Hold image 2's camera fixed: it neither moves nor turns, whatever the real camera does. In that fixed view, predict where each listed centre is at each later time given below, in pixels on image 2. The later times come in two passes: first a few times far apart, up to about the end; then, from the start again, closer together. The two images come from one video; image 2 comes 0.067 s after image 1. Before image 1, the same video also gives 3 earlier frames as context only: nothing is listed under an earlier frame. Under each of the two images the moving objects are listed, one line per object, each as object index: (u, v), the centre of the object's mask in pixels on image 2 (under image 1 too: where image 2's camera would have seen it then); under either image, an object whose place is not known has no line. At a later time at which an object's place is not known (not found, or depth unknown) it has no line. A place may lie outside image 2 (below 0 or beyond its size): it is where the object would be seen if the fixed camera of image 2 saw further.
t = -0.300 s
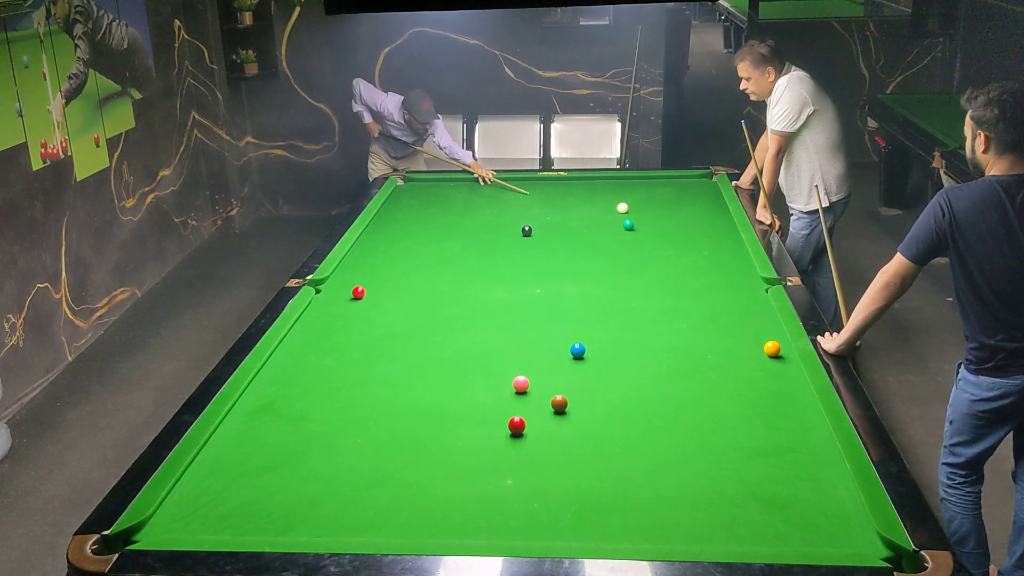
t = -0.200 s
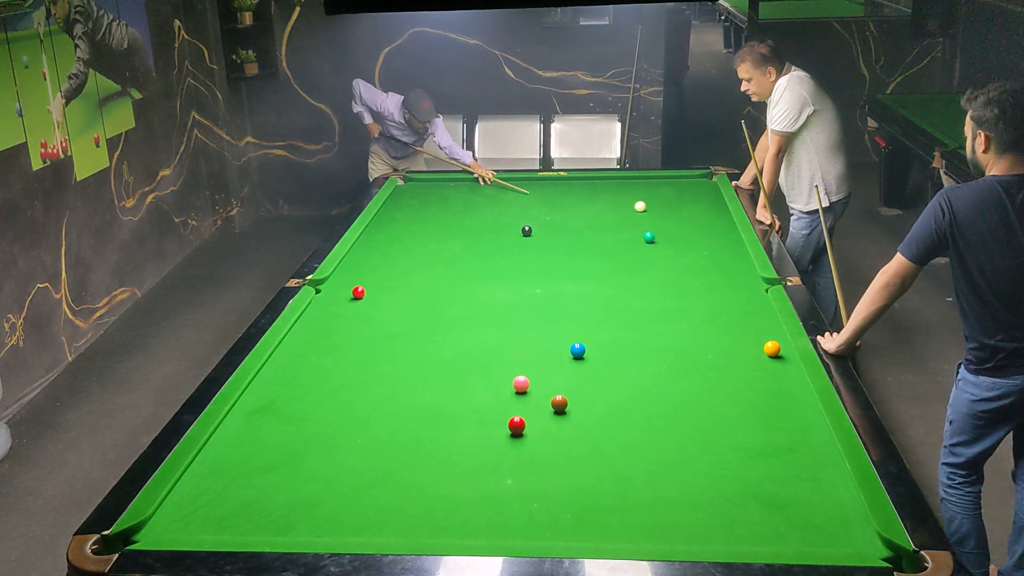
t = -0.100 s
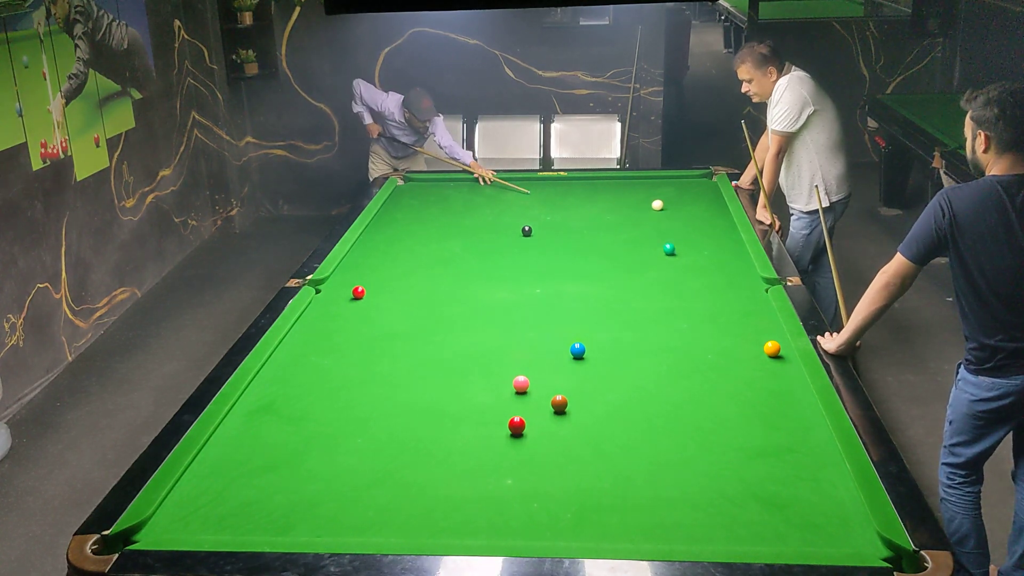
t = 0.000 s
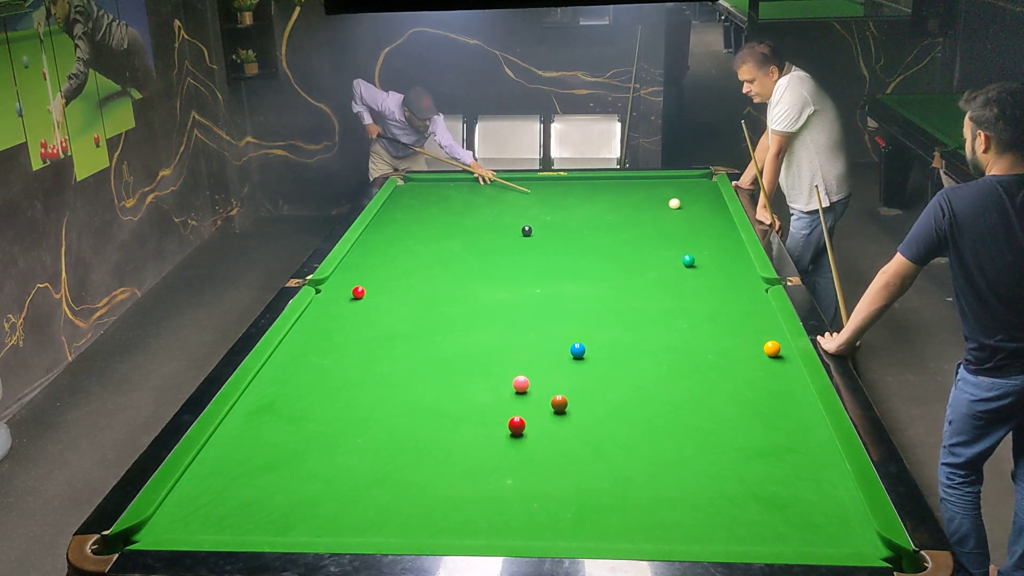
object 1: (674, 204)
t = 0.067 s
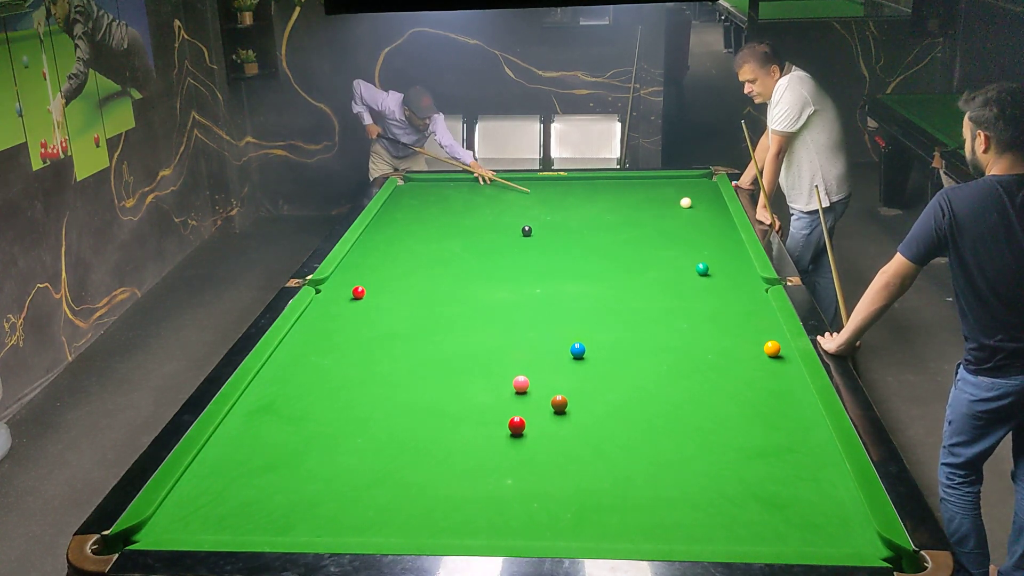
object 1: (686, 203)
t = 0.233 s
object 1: (713, 200)
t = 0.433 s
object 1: (701, 197)
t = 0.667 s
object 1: (676, 193)
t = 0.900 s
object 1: (654, 189)
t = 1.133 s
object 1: (634, 185)
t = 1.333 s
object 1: (617, 182)
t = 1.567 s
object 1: (600, 179)
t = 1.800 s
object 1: (586, 178)
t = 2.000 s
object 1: (576, 180)
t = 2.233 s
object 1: (565, 182)
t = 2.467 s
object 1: (555, 183)
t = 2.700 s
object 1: (547, 185)
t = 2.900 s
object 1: (539, 186)
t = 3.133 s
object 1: (532, 187)
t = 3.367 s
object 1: (526, 188)
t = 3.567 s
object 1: (522, 188)
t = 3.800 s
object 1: (518, 189)
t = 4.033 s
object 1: (515, 189)
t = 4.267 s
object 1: (513, 189)
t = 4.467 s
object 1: (513, 190)
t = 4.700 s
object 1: (513, 190)
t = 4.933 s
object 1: (513, 189)
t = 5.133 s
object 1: (513, 189)
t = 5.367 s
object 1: (513, 190)
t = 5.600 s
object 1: (513, 190)
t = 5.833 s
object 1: (513, 189)
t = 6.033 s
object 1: (513, 189)
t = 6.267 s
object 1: (513, 190)
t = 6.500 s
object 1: (513, 189)
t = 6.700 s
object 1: (513, 190)
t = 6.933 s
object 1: (513, 190)
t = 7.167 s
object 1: (513, 189)
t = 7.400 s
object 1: (513, 190)
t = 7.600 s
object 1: (513, 189)
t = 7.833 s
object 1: (513, 190)
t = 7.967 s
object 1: (513, 190)
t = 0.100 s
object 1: (691, 202)
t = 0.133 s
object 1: (697, 202)
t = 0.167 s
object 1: (703, 201)
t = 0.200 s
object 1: (708, 201)
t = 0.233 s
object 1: (713, 200)
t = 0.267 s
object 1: (719, 200)
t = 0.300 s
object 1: (717, 199)
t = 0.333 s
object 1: (712, 199)
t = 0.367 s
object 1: (708, 198)
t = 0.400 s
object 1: (705, 197)
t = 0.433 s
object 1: (701, 197)
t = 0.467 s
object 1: (697, 196)
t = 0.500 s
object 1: (694, 195)
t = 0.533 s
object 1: (690, 195)
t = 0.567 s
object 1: (687, 194)
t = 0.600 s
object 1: (683, 194)
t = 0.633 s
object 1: (680, 193)
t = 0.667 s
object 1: (676, 193)
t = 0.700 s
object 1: (673, 192)
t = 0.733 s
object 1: (670, 191)
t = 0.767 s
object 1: (667, 191)
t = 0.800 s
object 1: (664, 190)
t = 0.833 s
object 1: (660, 190)
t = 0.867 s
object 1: (657, 189)
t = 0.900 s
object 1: (654, 189)
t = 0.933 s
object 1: (651, 188)
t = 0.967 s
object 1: (648, 188)
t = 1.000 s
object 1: (645, 187)
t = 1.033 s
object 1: (642, 186)
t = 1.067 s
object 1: (639, 186)
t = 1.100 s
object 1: (636, 185)
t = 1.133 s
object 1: (634, 185)
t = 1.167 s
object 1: (631, 184)
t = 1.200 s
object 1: (628, 184)
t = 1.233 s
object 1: (625, 183)
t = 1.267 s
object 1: (623, 183)
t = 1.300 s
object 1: (620, 182)
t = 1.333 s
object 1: (617, 182)
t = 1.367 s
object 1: (615, 181)
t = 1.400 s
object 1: (612, 181)
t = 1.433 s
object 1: (610, 181)
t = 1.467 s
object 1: (607, 180)
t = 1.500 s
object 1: (605, 180)
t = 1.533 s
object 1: (603, 179)
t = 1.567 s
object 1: (600, 179)
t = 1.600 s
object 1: (598, 178)
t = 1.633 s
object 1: (595, 178)
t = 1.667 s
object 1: (593, 178)
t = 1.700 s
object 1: (591, 178)
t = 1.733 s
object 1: (589, 178)
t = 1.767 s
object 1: (588, 178)
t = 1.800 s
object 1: (586, 178)
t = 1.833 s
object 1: (584, 178)
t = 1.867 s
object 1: (583, 179)
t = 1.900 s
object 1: (581, 179)
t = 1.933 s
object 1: (579, 179)
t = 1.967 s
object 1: (578, 180)
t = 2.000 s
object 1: (576, 180)
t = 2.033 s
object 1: (574, 180)
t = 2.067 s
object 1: (573, 180)
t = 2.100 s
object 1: (571, 181)
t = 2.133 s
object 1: (570, 181)
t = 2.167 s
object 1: (568, 181)
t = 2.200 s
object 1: (567, 182)
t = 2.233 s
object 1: (565, 182)
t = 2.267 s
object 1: (564, 182)
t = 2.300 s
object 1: (562, 182)
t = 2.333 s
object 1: (561, 183)
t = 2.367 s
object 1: (559, 183)
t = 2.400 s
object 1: (558, 183)
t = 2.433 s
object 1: (557, 183)
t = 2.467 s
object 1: (555, 183)
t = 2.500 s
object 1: (554, 183)
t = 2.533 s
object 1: (553, 184)
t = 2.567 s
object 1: (551, 184)
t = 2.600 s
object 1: (550, 184)
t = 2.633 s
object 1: (549, 184)
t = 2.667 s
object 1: (548, 185)
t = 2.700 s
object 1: (547, 185)
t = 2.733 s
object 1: (545, 185)
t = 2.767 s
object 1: (544, 185)
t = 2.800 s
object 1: (543, 185)
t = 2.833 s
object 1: (542, 185)
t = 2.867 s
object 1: (541, 186)
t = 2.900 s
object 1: (539, 186)
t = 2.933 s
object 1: (538, 186)
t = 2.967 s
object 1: (537, 186)
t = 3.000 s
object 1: (536, 186)
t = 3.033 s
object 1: (535, 186)
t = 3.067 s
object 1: (534, 187)
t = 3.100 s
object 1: (533, 187)
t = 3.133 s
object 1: (532, 187)
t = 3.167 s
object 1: (531, 187)
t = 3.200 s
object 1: (531, 187)
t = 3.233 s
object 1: (529, 187)
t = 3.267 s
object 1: (529, 187)
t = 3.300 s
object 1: (528, 187)
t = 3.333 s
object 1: (527, 188)
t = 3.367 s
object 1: (526, 188)
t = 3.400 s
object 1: (525, 188)
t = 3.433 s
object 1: (525, 188)
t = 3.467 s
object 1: (524, 188)
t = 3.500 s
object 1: (523, 188)
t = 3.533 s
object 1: (523, 188)
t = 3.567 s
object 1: (522, 188)
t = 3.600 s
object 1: (521, 188)
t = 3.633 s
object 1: (521, 188)
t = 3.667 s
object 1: (520, 188)
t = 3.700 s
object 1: (520, 188)
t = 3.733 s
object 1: (519, 189)
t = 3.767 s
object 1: (519, 189)
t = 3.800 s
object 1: (518, 189)
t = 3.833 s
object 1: (517, 189)
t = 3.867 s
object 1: (517, 189)
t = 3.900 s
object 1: (517, 189)
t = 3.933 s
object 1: (516, 189)
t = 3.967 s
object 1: (516, 189)
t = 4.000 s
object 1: (515, 189)
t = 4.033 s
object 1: (515, 189)
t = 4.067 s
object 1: (515, 189)
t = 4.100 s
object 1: (514, 189)
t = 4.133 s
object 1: (514, 189)
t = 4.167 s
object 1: (514, 189)
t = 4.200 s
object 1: (514, 189)
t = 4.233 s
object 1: (513, 189)
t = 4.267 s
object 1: (513, 189)
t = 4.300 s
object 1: (513, 189)
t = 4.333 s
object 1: (513, 190)
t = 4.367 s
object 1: (513, 190)
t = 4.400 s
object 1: (513, 190)
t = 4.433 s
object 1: (513, 190)
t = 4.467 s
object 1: (513, 190)
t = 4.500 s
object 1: (513, 190)
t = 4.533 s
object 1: (513, 190)
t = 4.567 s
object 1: (513, 190)
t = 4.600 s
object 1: (513, 190)
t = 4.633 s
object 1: (513, 190)
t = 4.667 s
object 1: (513, 190)
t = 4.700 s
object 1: (513, 190)
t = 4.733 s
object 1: (513, 189)
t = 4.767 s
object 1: (513, 189)
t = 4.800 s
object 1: (513, 189)
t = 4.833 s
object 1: (513, 189)
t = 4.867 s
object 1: (513, 190)
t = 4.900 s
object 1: (513, 189)
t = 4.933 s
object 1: (513, 189)
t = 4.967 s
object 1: (513, 189)
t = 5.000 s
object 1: (513, 189)
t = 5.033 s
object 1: (513, 190)
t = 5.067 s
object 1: (513, 190)
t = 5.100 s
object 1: (513, 190)
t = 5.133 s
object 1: (513, 189)
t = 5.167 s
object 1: (513, 190)
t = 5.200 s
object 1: (513, 189)
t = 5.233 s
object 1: (513, 189)
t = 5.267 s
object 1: (513, 189)
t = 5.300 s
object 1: (513, 189)
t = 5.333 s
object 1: (513, 190)
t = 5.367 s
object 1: (513, 190)
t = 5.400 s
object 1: (513, 190)
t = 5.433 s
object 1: (513, 190)
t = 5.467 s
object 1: (513, 190)
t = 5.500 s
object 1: (513, 190)
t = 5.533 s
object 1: (513, 190)
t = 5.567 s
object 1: (513, 190)
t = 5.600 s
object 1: (513, 190)
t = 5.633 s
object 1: (513, 189)
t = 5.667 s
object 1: (513, 189)
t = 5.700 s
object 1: (513, 189)
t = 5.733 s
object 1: (513, 189)
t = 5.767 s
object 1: (513, 189)
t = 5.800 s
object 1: (513, 189)
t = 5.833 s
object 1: (513, 189)
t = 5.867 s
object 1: (513, 189)
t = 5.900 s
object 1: (513, 189)
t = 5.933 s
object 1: (513, 189)
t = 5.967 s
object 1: (513, 190)
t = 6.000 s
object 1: (513, 189)
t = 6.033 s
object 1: (513, 189)
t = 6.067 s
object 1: (513, 189)
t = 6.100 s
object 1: (513, 190)
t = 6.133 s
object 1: (513, 190)
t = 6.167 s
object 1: (513, 190)
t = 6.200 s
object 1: (513, 190)
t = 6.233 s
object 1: (513, 190)
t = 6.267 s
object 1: (513, 190)
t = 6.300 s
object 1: (513, 190)
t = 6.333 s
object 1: (513, 190)
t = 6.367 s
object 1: (513, 189)
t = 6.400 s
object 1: (513, 190)
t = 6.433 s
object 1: (513, 190)
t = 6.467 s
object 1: (513, 190)
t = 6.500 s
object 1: (513, 189)
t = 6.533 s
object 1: (513, 190)
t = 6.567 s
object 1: (513, 189)
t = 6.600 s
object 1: (513, 190)
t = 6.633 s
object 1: (513, 190)
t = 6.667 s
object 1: (513, 190)
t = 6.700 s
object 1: (513, 190)
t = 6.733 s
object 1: (513, 190)
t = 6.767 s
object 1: (513, 190)
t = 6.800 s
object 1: (513, 190)
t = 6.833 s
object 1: (513, 190)
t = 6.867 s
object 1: (513, 190)
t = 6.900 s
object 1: (513, 190)
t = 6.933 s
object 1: (513, 190)
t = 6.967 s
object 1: (513, 190)
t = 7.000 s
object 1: (513, 189)
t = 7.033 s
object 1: (513, 189)
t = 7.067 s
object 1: (513, 189)
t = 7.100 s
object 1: (513, 189)
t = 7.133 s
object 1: (513, 189)
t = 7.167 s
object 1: (513, 189)
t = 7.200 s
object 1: (513, 190)
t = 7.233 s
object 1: (513, 189)
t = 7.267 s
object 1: (513, 190)
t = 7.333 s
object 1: (513, 189)
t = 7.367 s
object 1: (513, 189)
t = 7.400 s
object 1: (513, 190)
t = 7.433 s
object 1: (513, 189)
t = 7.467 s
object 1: (513, 189)
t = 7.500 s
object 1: (513, 189)
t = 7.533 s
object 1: (513, 189)
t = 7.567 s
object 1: (513, 189)
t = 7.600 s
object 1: (513, 189)
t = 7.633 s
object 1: (513, 189)
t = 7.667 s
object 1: (513, 189)
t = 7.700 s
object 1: (513, 189)
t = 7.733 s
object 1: (513, 189)
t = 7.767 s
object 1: (513, 189)
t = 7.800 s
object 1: (513, 190)
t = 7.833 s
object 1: (513, 190)
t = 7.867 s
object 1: (513, 190)
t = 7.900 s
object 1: (513, 190)
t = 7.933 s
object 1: (513, 190)
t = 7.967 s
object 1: (513, 190)
